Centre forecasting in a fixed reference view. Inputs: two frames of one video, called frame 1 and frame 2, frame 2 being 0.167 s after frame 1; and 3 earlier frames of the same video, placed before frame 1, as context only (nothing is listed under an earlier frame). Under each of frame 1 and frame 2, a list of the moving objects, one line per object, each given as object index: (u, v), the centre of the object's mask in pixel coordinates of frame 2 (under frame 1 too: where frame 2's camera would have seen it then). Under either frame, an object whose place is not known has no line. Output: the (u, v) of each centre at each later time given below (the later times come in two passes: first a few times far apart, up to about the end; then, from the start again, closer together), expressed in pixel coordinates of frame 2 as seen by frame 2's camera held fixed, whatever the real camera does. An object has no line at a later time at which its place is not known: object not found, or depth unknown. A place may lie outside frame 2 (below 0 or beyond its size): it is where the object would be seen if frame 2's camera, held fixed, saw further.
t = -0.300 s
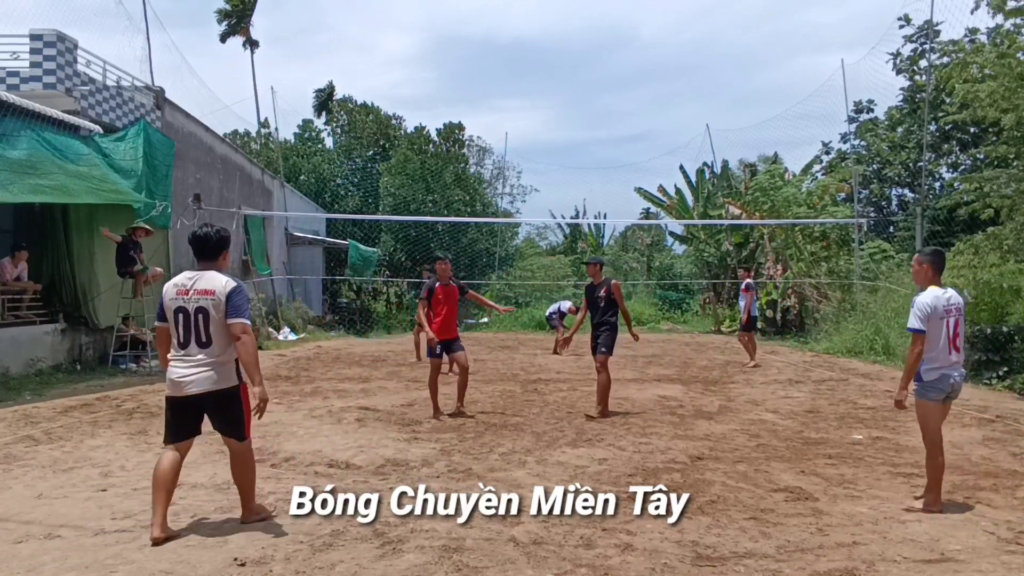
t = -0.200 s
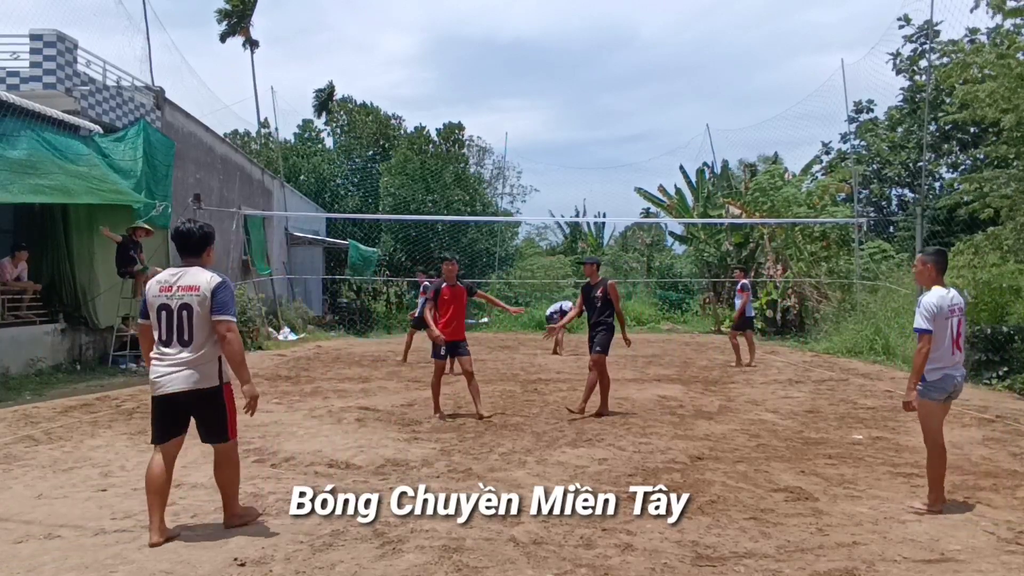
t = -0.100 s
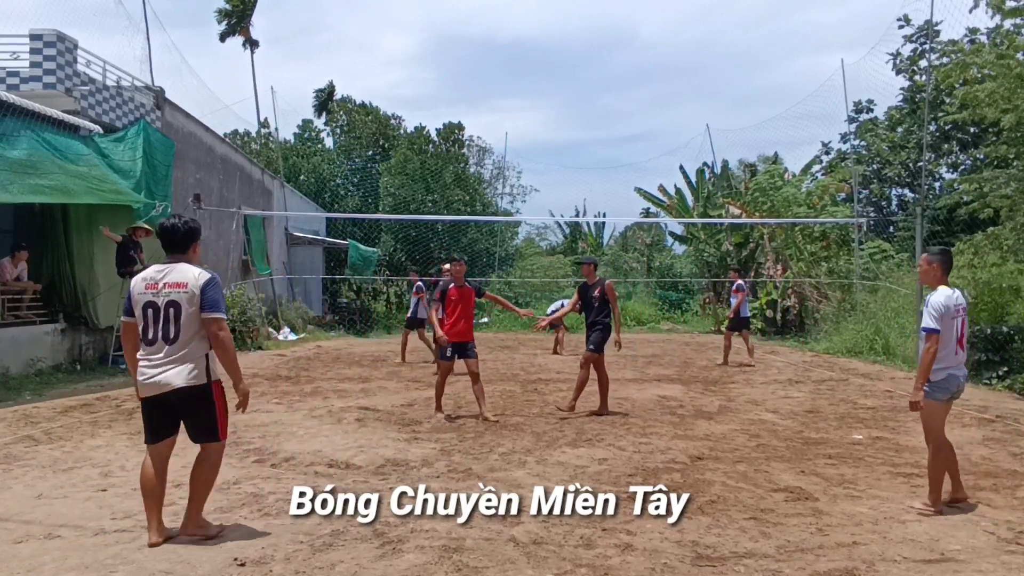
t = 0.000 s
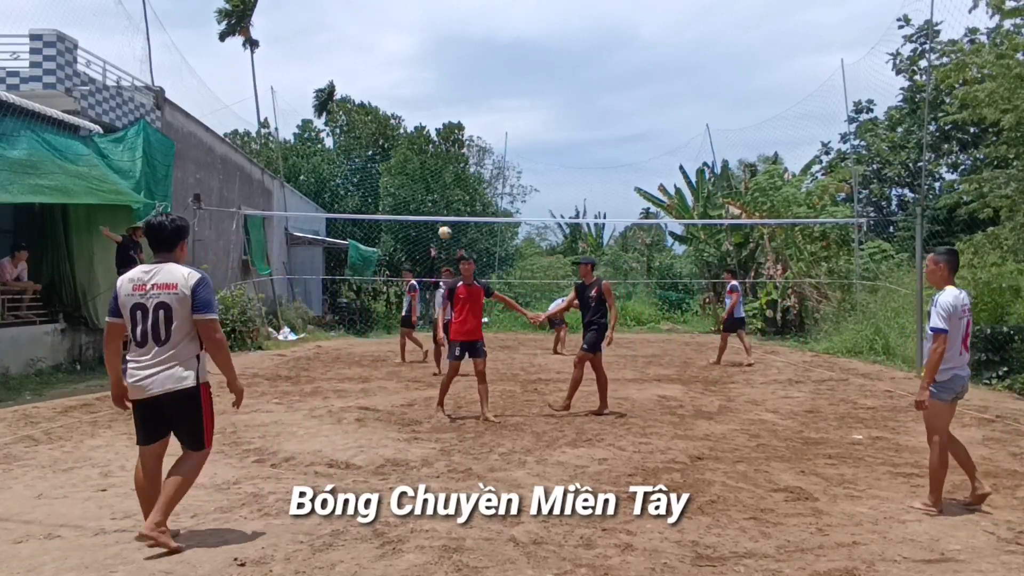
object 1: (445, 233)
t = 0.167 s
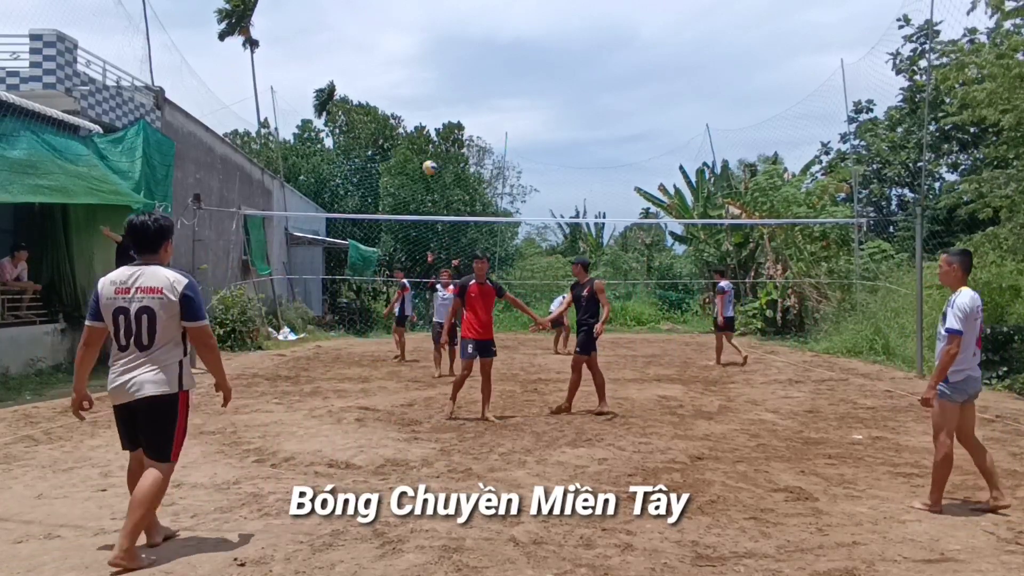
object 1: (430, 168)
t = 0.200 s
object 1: (426, 156)
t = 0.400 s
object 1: (403, 92)
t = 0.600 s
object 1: (373, 45)
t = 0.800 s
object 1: (333, 23)
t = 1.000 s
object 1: (278, 45)
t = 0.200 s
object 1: (426, 156)
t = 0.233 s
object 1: (423, 145)
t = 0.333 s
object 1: (412, 112)
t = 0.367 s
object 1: (407, 102)
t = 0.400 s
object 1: (403, 92)
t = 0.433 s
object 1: (399, 83)
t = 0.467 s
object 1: (394, 74)
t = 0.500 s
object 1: (389, 65)
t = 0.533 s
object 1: (384, 58)
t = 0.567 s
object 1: (379, 51)
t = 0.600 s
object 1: (373, 45)
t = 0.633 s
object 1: (367, 39)
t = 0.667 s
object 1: (361, 34)
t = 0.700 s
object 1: (355, 30)
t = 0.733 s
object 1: (348, 27)
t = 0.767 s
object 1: (341, 24)
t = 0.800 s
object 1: (333, 23)
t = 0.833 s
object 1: (325, 24)
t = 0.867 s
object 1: (317, 25)
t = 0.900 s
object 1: (308, 28)
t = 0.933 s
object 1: (299, 32)
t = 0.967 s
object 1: (289, 38)
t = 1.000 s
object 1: (278, 45)
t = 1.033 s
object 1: (267, 54)
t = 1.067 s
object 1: (255, 66)
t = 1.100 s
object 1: (243, 80)
